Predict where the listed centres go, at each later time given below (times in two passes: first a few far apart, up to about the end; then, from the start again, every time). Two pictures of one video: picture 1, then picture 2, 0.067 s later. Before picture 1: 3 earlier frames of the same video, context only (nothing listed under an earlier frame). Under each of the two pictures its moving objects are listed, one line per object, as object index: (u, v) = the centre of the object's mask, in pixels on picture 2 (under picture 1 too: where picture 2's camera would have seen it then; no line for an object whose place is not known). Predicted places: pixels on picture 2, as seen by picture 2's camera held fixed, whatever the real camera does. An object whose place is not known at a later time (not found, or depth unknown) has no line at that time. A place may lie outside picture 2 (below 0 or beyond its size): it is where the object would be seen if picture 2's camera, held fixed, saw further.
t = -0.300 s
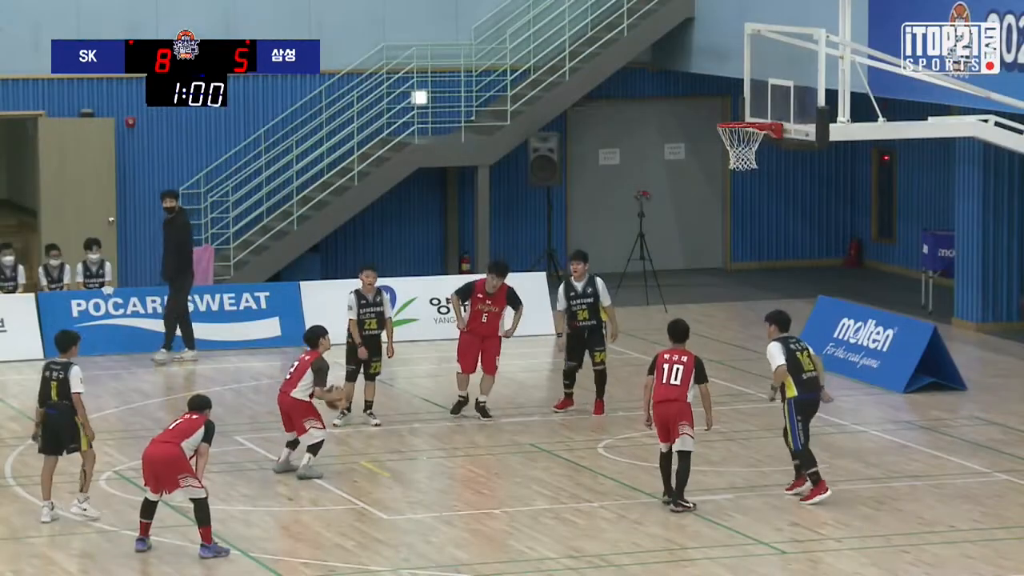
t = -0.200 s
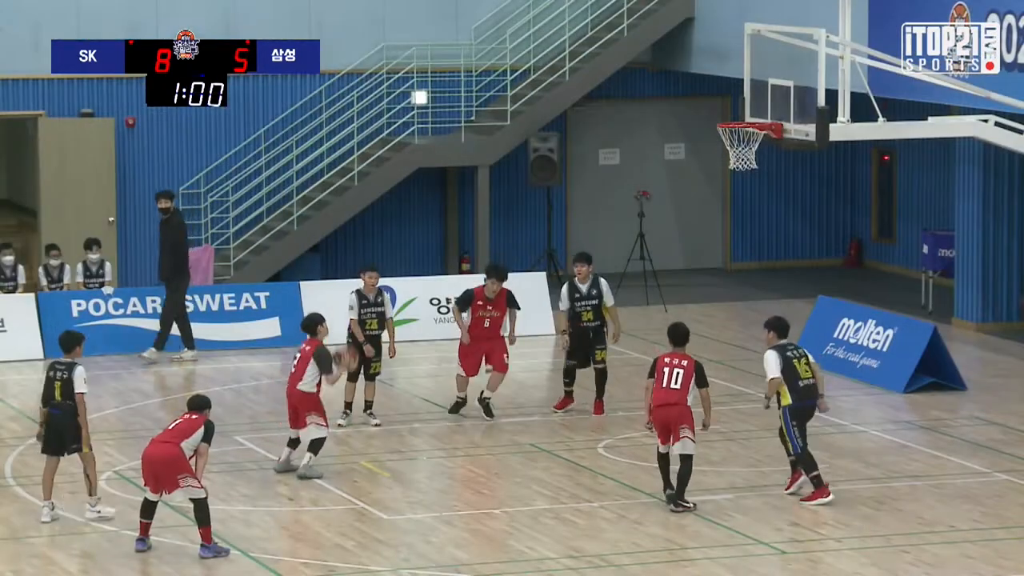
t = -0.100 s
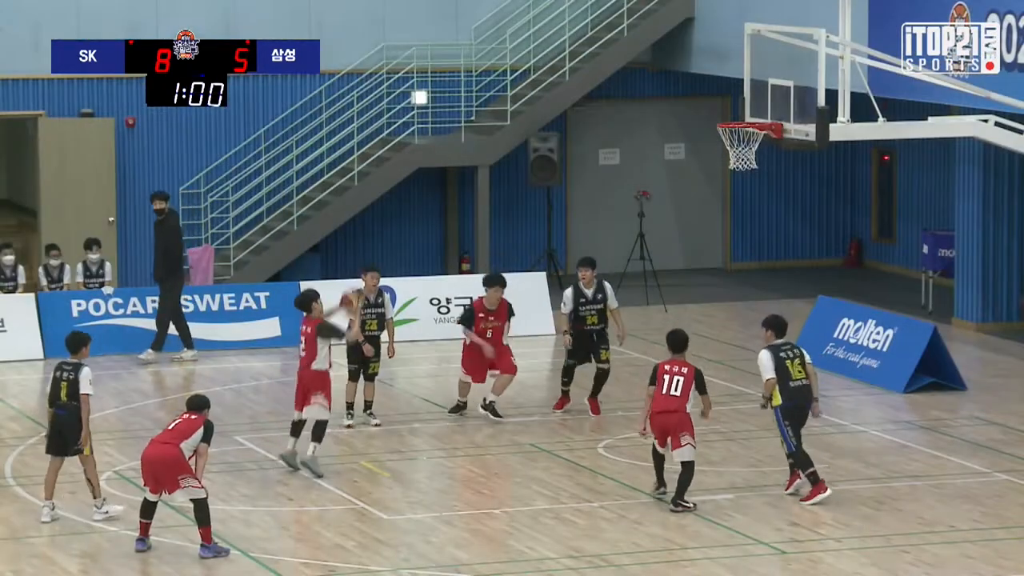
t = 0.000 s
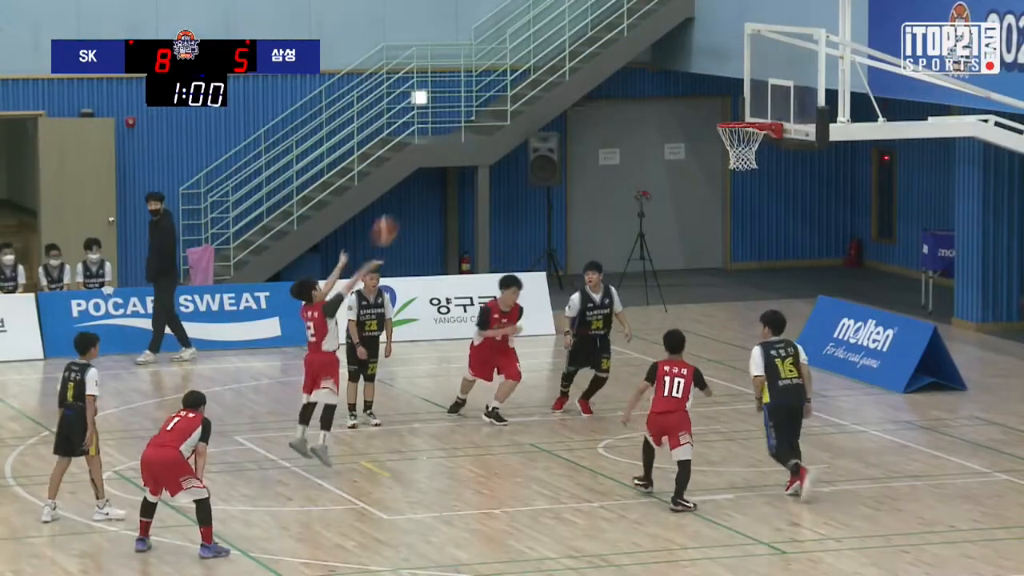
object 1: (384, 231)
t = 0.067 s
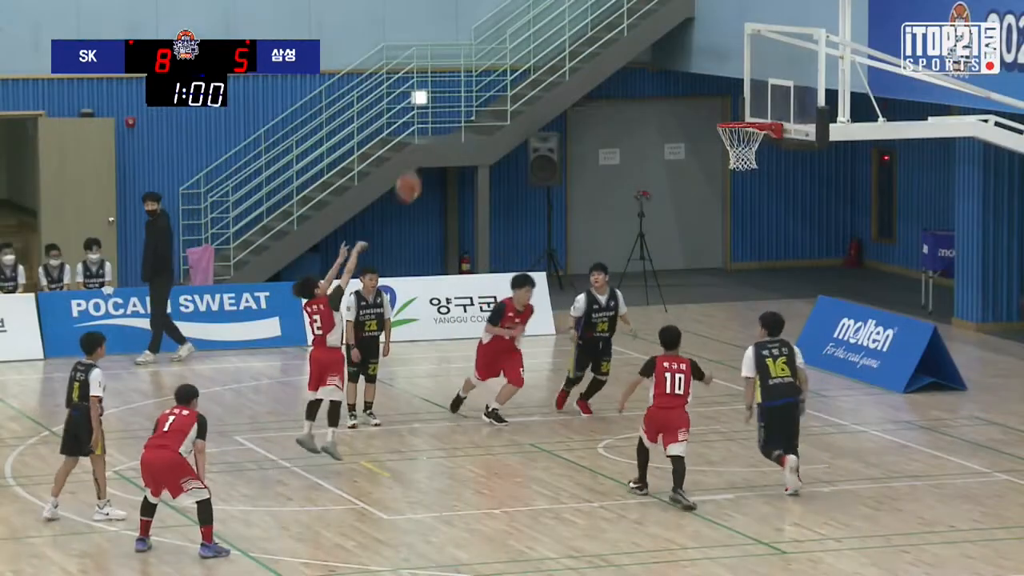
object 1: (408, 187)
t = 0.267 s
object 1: (480, 85)
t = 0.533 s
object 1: (573, 14)
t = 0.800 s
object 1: (665, 19)
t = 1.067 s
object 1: (755, 99)
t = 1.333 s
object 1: (766, 65)
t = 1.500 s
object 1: (752, 67)
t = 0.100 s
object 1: (420, 168)
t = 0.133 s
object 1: (433, 148)
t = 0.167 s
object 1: (445, 130)
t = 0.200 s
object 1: (456, 113)
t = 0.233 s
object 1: (468, 98)
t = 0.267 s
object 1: (480, 85)
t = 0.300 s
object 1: (491, 72)
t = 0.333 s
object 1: (503, 59)
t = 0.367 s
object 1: (516, 49)
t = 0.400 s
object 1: (527, 40)
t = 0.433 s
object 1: (538, 32)
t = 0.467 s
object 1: (550, 25)
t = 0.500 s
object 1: (561, 19)
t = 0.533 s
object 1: (573, 14)
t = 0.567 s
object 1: (585, 12)
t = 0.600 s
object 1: (596, 10)
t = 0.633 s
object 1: (607, 9)
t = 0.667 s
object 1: (618, 8)
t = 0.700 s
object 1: (629, 9)
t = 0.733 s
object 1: (643, 10)
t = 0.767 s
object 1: (653, 14)
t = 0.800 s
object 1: (665, 19)
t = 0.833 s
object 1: (677, 25)
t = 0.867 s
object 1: (688, 32)
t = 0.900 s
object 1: (699, 40)
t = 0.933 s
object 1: (710, 50)
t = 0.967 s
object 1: (722, 61)
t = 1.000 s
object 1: (734, 74)
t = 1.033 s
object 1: (744, 86)
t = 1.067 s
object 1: (755, 99)
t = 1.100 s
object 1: (765, 112)
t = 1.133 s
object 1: (769, 103)
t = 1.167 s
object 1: (776, 91)
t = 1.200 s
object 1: (777, 83)
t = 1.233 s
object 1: (773, 77)
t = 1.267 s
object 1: (771, 72)
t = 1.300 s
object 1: (768, 68)
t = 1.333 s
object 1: (766, 65)
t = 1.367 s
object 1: (763, 63)
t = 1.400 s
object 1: (760, 62)
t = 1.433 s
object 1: (757, 63)
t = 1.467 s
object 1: (755, 65)
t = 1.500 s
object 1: (752, 67)
